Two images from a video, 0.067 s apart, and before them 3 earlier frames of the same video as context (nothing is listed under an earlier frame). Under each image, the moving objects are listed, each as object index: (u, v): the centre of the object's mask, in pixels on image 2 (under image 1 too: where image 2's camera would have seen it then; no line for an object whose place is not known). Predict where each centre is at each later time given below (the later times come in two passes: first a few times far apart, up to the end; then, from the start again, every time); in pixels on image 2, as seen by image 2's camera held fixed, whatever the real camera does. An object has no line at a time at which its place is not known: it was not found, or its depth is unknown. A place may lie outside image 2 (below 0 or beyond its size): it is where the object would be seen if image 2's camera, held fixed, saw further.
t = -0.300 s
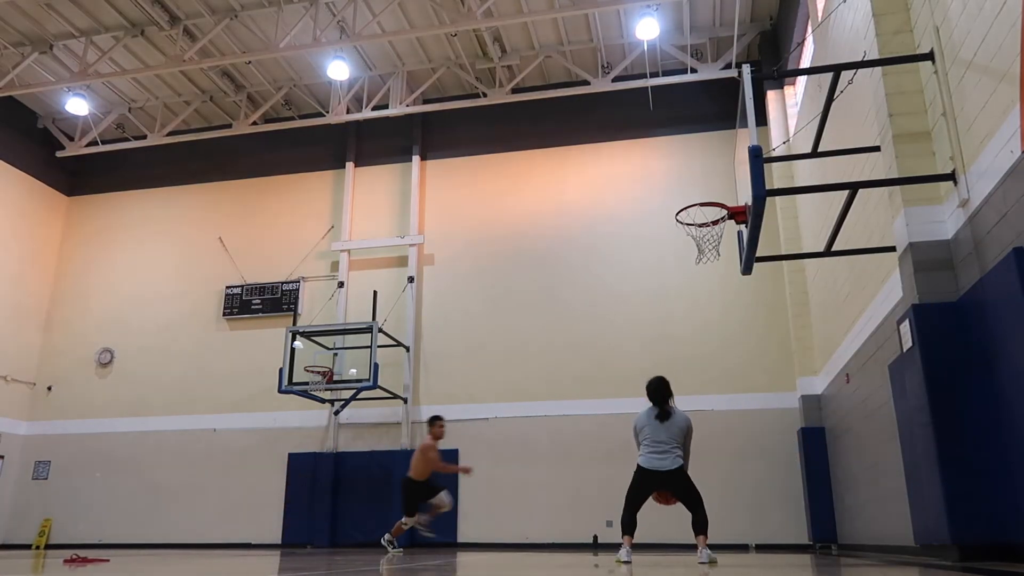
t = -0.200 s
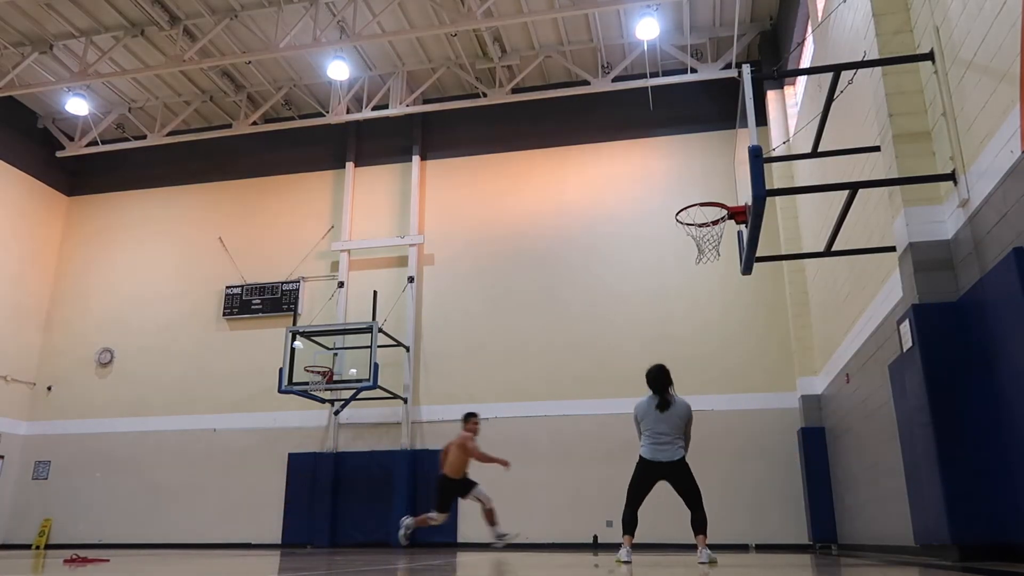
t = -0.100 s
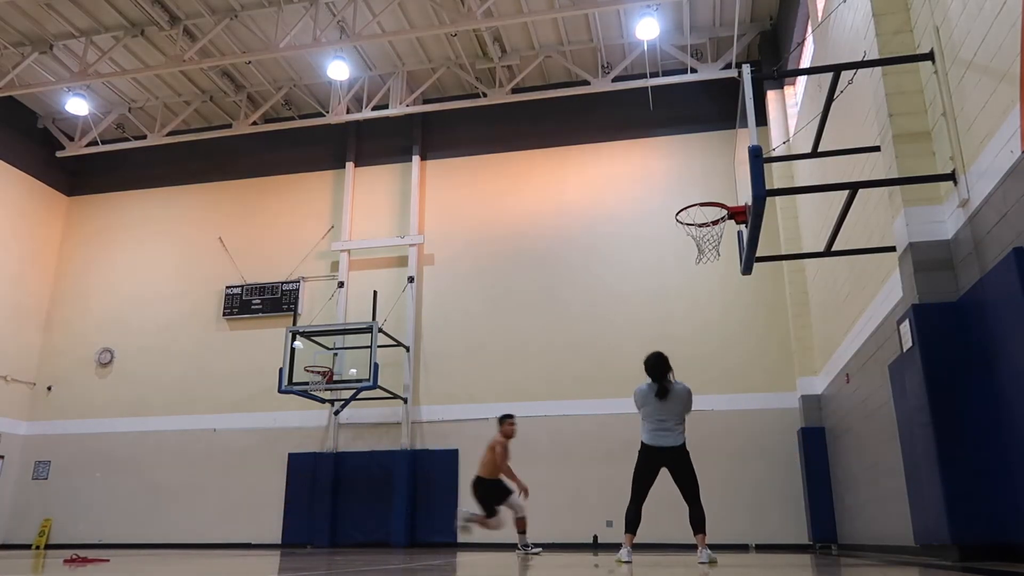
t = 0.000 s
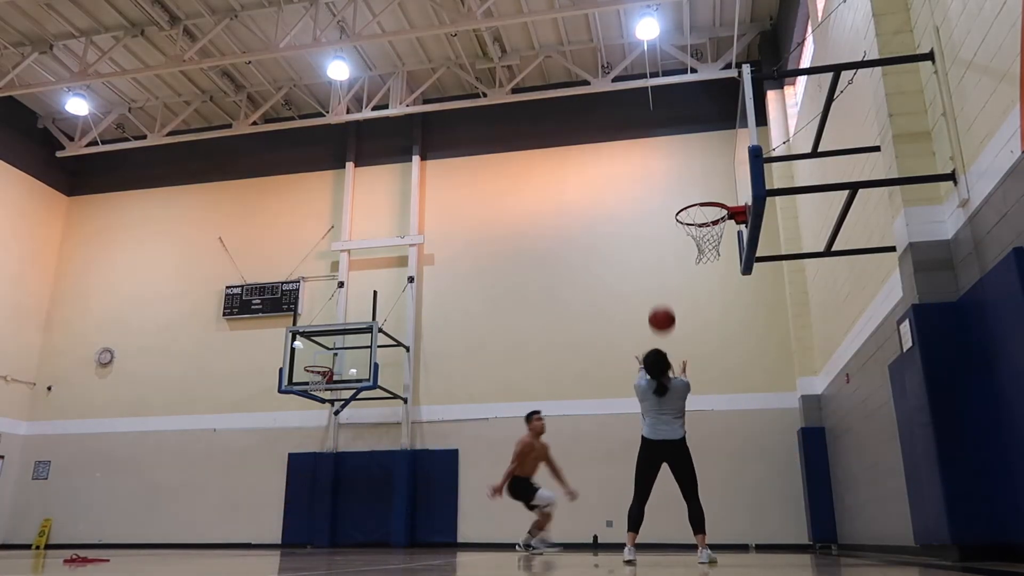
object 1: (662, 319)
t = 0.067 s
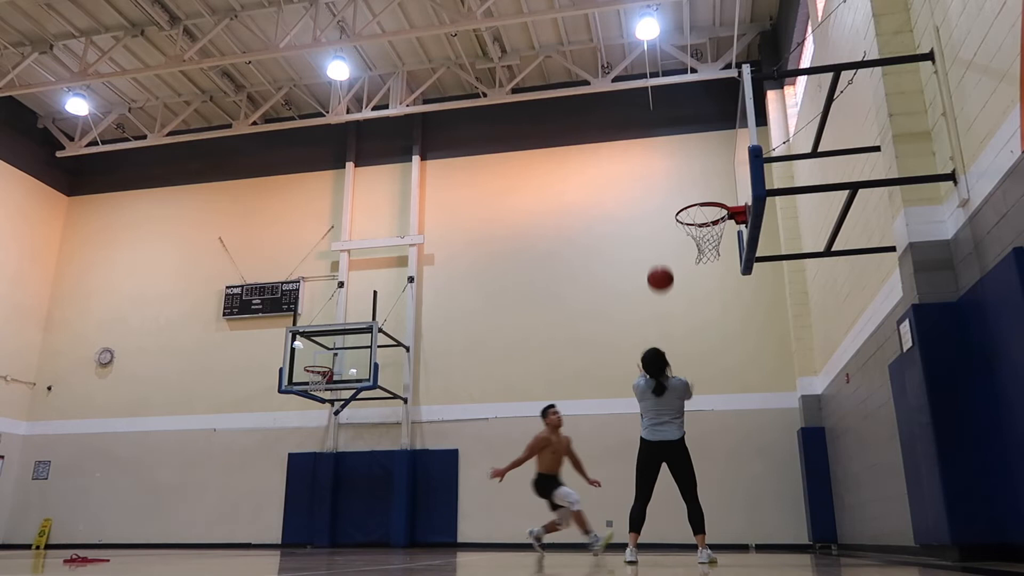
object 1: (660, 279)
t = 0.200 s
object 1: (658, 215)
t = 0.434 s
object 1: (657, 149)
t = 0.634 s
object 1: (658, 134)
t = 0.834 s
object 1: (662, 155)
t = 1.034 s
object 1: (668, 212)
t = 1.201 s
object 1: (675, 293)
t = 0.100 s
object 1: (660, 261)
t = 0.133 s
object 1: (659, 244)
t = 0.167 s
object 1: (658, 229)
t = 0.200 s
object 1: (658, 215)
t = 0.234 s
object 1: (658, 202)
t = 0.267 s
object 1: (657, 190)
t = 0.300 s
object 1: (657, 180)
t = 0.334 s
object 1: (657, 170)
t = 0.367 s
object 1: (657, 162)
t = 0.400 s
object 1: (657, 155)
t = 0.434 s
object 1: (657, 149)
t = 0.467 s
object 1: (657, 144)
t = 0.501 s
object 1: (657, 140)
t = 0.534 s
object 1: (657, 137)
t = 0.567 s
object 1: (658, 135)
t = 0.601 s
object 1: (658, 134)
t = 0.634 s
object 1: (658, 134)
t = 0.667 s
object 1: (659, 135)
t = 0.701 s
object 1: (659, 137)
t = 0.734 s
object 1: (660, 140)
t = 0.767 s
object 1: (661, 144)
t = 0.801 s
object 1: (661, 149)
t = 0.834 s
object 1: (662, 155)
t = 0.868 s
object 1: (663, 162)
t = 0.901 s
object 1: (664, 170)
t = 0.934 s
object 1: (665, 179)
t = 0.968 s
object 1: (666, 189)
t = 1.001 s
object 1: (667, 200)
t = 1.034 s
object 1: (668, 212)
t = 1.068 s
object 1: (669, 226)
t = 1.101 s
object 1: (671, 241)
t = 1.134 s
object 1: (672, 257)
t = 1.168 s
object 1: (674, 274)
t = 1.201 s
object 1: (675, 293)
